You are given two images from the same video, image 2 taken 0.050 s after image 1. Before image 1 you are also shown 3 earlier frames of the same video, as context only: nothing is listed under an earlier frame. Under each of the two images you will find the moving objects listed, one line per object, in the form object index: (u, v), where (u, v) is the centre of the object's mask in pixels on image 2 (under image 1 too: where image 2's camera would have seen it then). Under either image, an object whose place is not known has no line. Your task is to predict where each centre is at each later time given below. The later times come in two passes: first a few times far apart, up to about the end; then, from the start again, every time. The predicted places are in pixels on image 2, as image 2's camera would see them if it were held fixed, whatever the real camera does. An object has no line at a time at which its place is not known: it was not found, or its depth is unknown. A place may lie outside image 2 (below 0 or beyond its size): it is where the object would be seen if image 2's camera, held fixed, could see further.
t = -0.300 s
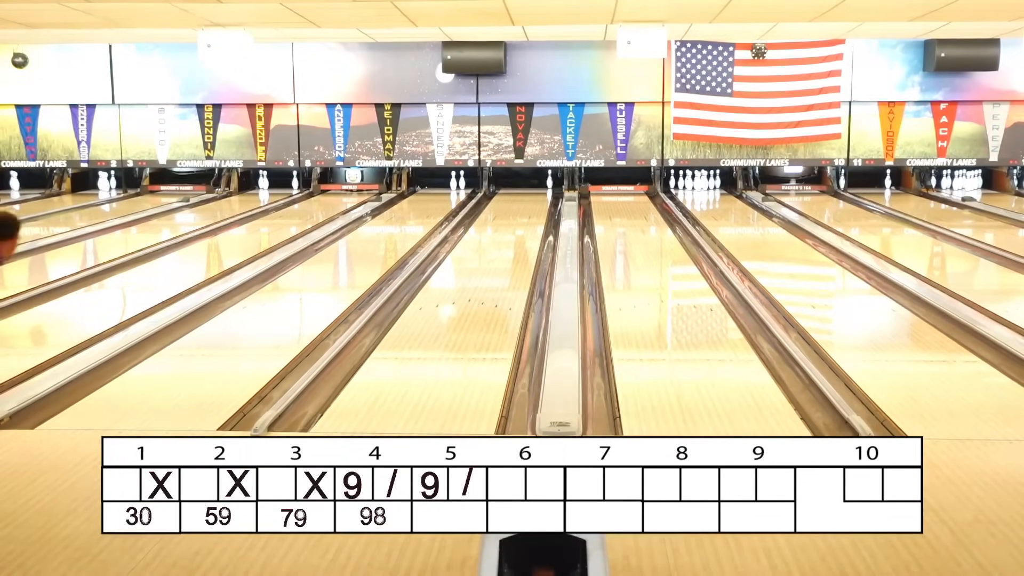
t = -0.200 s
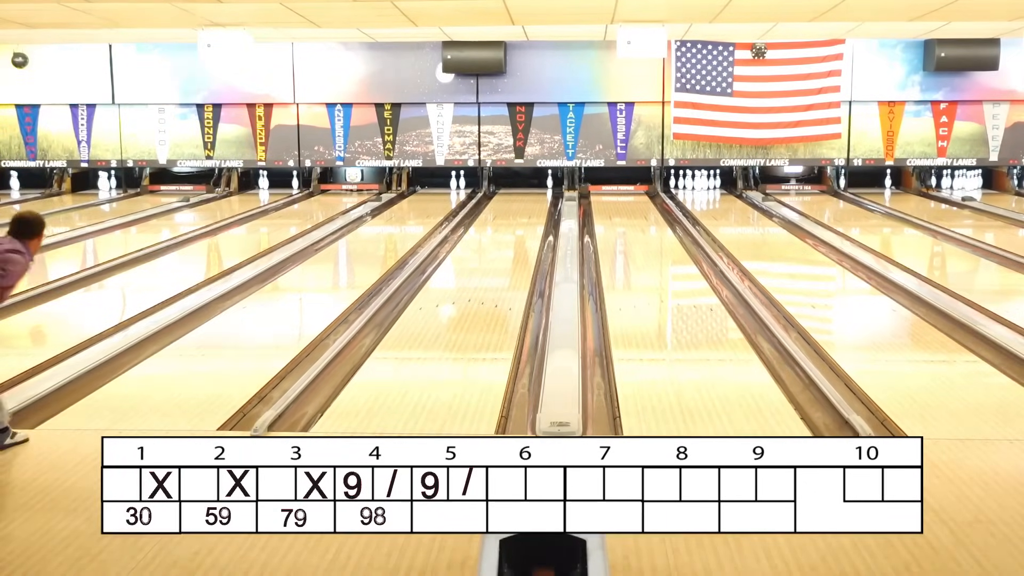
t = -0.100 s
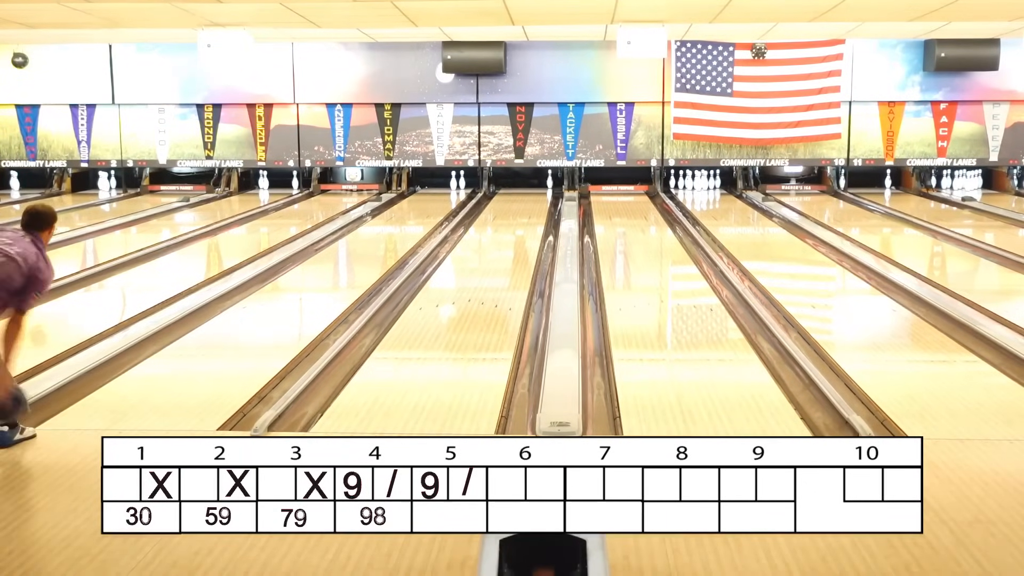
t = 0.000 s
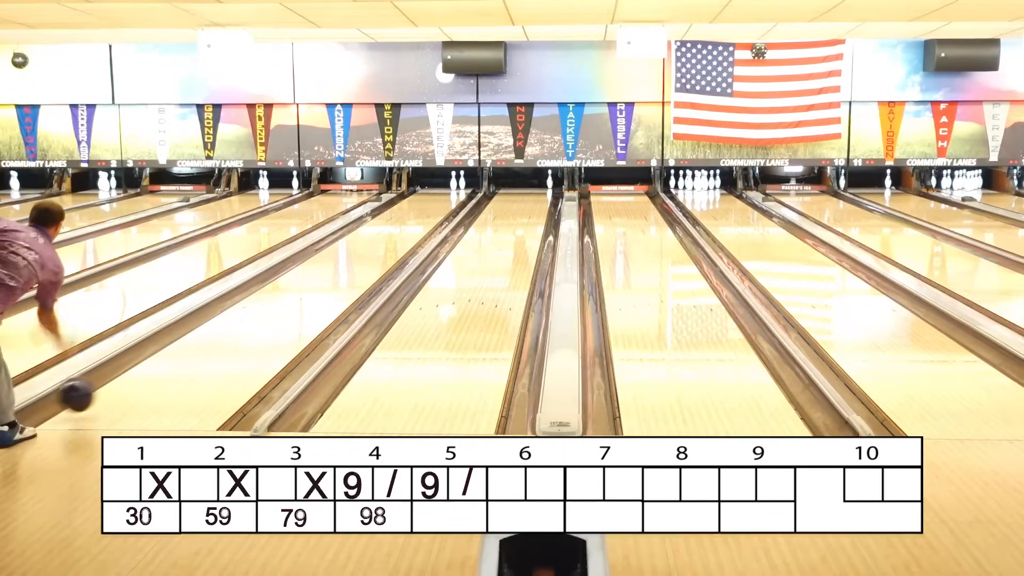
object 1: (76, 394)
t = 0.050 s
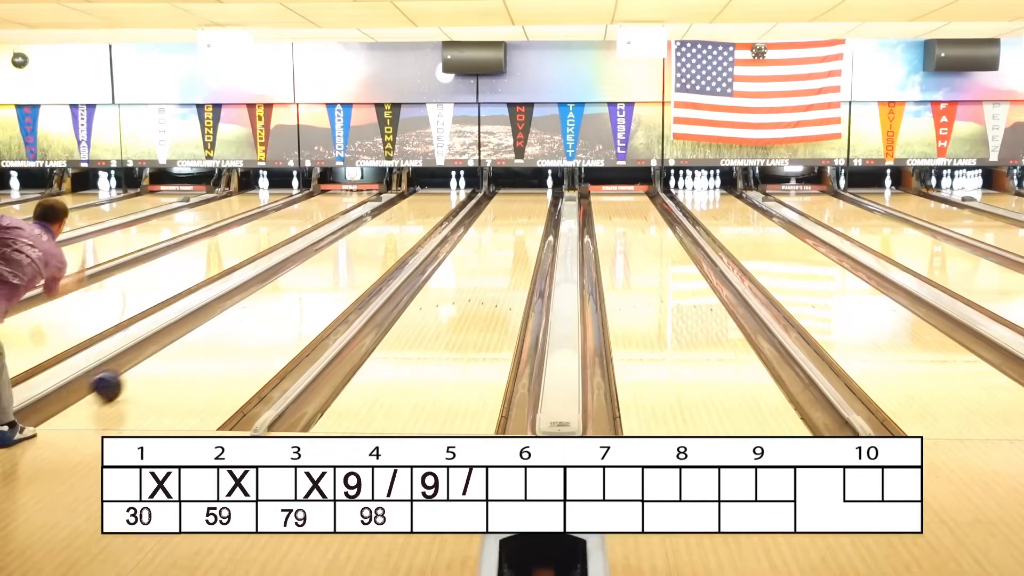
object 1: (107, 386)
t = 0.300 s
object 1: (217, 323)
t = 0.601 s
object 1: (299, 277)
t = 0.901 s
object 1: (353, 246)
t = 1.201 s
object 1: (390, 224)
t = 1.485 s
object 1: (416, 209)
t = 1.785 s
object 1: (437, 196)
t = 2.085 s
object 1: (452, 186)
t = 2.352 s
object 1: (453, 184)
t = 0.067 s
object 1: (116, 379)
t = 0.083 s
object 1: (125, 374)
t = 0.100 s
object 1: (133, 370)
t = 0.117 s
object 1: (142, 365)
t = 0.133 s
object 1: (150, 360)
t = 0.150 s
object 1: (158, 356)
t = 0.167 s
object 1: (165, 352)
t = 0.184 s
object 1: (172, 348)
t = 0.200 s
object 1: (179, 344)
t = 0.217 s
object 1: (186, 341)
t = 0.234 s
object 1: (192, 337)
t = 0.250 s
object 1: (199, 334)
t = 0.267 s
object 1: (205, 330)
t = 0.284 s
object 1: (211, 326)
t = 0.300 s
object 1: (217, 323)
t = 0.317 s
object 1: (222, 320)
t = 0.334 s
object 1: (228, 317)
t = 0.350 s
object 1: (233, 314)
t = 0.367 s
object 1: (239, 311)
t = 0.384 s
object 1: (244, 308)
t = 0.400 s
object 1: (249, 305)
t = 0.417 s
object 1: (253, 302)
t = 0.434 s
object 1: (258, 300)
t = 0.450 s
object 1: (263, 297)
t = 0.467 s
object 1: (267, 295)
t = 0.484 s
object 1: (272, 292)
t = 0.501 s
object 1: (276, 290)
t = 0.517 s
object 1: (280, 288)
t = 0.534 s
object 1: (284, 285)
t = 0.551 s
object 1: (288, 283)
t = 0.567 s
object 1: (291, 281)
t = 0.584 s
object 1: (296, 279)
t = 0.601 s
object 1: (299, 277)
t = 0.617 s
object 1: (303, 274)
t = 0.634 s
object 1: (306, 273)
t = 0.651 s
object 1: (309, 271)
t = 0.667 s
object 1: (313, 269)
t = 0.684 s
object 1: (316, 267)
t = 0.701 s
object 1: (319, 265)
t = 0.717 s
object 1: (322, 263)
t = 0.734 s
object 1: (325, 261)
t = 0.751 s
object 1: (328, 260)
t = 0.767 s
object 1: (331, 258)
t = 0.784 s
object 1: (334, 256)
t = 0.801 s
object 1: (337, 255)
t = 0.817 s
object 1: (340, 253)
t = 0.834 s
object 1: (342, 252)
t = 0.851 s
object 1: (345, 250)
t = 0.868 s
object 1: (348, 249)
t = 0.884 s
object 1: (350, 247)
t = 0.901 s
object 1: (353, 246)
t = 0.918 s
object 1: (355, 244)
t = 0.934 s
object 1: (357, 243)
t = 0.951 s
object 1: (360, 241)
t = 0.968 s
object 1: (362, 240)
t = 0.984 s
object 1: (364, 239)
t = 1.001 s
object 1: (366, 238)
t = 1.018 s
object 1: (369, 236)
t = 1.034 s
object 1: (371, 235)
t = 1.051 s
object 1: (373, 234)
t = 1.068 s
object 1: (375, 233)
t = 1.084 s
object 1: (377, 232)
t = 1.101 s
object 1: (379, 231)
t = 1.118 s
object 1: (381, 229)
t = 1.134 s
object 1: (383, 228)
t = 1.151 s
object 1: (385, 227)
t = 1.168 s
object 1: (387, 226)
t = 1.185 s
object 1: (389, 225)
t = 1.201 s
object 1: (390, 224)
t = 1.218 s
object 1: (392, 223)
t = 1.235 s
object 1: (394, 222)
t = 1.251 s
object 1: (396, 221)
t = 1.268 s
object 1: (397, 220)
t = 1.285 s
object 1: (399, 219)
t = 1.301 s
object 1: (400, 218)
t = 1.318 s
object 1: (402, 217)
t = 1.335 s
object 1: (403, 216)
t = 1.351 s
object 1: (405, 215)
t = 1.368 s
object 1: (407, 214)
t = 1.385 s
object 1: (408, 214)
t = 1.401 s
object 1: (410, 213)
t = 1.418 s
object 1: (411, 212)
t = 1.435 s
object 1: (412, 211)
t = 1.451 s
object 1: (414, 210)
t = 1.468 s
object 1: (415, 209)
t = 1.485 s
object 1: (416, 209)
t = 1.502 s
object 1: (418, 208)
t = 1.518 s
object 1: (419, 207)
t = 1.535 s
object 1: (420, 206)
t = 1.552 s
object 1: (422, 205)
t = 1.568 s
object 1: (423, 205)
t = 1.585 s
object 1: (424, 204)
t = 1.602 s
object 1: (425, 203)
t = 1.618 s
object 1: (426, 202)
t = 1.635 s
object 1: (427, 202)
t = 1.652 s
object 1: (429, 201)
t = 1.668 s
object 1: (430, 201)
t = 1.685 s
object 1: (431, 200)
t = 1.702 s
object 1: (432, 199)
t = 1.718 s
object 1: (433, 199)
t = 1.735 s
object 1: (434, 198)
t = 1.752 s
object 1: (435, 198)
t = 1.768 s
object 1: (436, 197)
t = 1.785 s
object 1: (437, 196)
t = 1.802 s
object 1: (438, 196)
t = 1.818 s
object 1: (439, 195)
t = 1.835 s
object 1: (439, 195)
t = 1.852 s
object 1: (441, 194)
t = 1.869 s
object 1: (442, 193)
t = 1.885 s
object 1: (442, 193)
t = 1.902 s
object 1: (443, 192)
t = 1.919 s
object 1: (444, 191)
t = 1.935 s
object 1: (445, 191)
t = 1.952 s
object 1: (446, 190)
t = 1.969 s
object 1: (446, 190)
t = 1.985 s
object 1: (447, 189)
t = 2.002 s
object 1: (448, 189)
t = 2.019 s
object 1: (449, 189)
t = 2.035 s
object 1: (450, 189)
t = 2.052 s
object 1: (450, 188)
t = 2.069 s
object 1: (451, 187)
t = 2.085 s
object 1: (452, 186)
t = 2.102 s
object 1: (452, 186)
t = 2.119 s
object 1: (454, 185)
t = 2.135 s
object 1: (454, 186)
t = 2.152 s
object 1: (455, 185)
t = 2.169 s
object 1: (455, 185)
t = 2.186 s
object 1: (456, 185)
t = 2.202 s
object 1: (455, 184)
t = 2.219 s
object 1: (454, 184)
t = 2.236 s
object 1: (454, 184)
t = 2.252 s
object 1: (454, 184)
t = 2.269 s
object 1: (453, 184)
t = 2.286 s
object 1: (454, 184)
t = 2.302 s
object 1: (453, 183)
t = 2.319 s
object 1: (453, 184)
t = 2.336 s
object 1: (453, 184)
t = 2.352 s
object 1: (453, 184)
